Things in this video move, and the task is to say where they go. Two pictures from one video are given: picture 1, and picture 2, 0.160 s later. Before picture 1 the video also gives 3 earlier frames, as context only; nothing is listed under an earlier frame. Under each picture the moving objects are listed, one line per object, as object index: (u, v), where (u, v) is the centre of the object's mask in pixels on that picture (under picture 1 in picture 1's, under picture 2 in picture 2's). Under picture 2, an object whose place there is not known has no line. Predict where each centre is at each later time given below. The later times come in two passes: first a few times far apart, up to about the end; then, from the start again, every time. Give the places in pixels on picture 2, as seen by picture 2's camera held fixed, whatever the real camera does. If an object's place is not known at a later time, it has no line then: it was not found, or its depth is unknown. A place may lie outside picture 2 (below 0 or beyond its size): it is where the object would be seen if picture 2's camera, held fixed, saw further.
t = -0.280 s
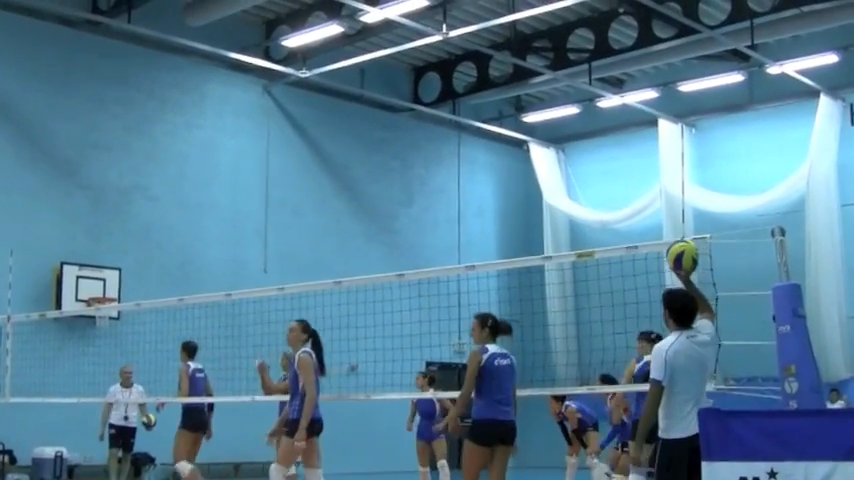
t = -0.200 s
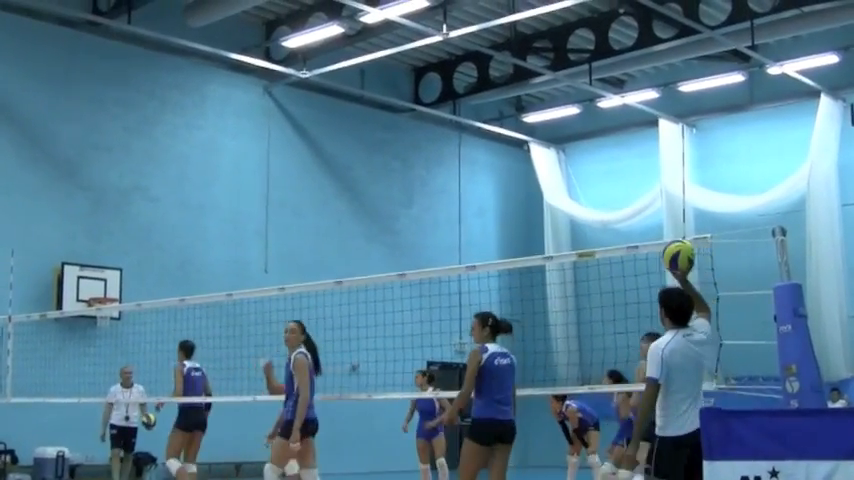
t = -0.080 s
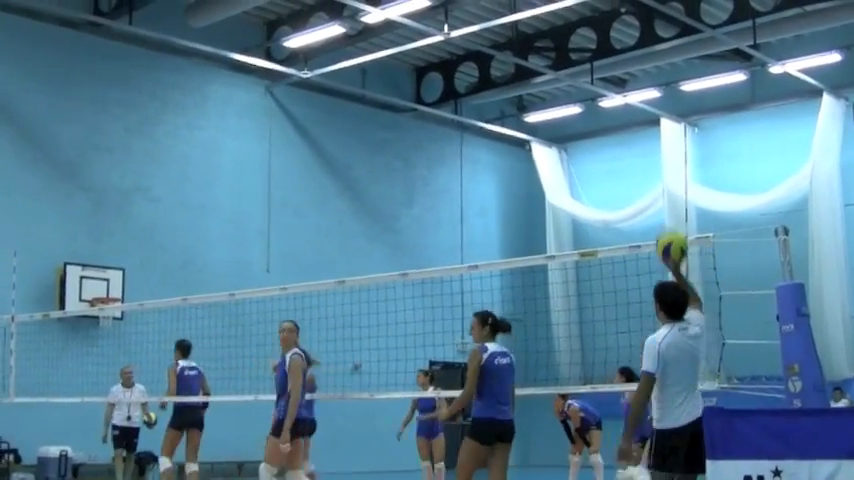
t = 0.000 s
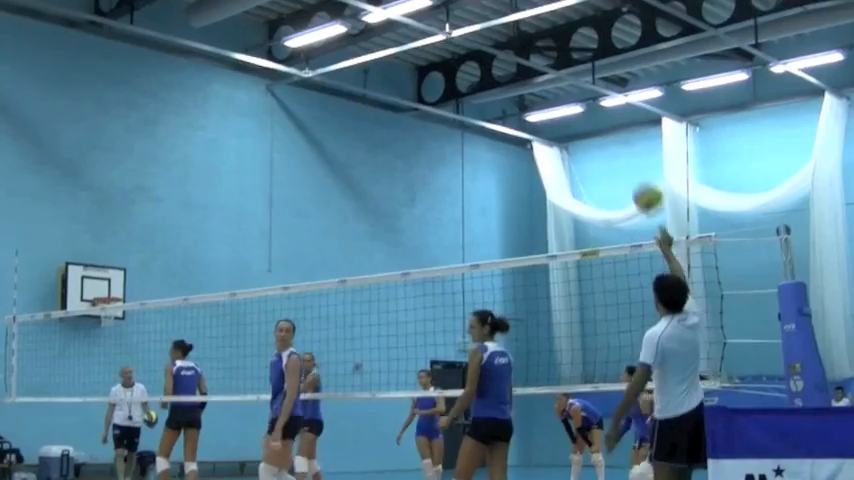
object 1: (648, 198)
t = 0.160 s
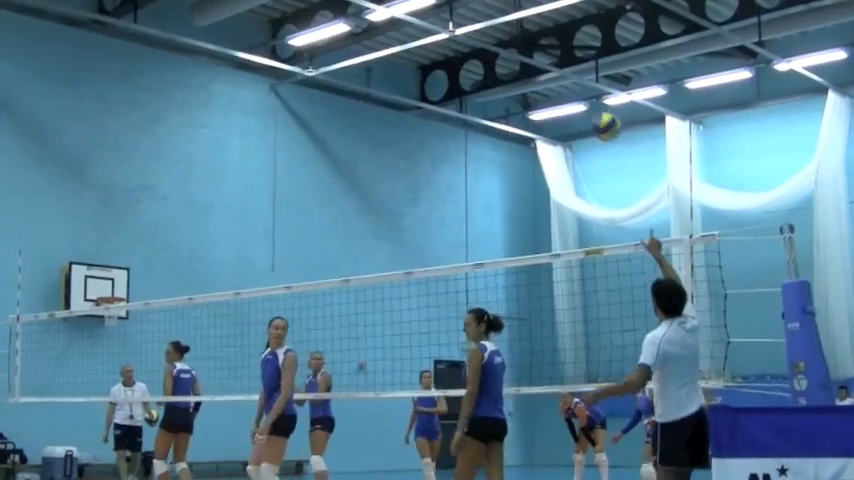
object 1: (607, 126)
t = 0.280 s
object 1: (578, 100)
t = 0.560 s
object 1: (532, 110)
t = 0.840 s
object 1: (496, 184)
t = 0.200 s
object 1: (597, 113)
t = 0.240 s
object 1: (587, 106)
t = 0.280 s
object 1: (578, 100)
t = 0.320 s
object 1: (572, 94)
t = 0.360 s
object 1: (565, 92)
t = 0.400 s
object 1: (557, 92)
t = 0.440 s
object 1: (551, 96)
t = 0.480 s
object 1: (544, 99)
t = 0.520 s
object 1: (537, 104)
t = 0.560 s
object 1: (532, 110)
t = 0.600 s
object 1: (526, 115)
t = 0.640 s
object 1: (522, 126)
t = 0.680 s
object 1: (516, 136)
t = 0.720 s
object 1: (510, 146)
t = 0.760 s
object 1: (505, 158)
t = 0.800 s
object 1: (501, 170)
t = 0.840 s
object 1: (496, 184)
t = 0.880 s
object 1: (492, 199)
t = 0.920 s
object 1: (488, 214)
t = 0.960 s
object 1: (483, 231)
